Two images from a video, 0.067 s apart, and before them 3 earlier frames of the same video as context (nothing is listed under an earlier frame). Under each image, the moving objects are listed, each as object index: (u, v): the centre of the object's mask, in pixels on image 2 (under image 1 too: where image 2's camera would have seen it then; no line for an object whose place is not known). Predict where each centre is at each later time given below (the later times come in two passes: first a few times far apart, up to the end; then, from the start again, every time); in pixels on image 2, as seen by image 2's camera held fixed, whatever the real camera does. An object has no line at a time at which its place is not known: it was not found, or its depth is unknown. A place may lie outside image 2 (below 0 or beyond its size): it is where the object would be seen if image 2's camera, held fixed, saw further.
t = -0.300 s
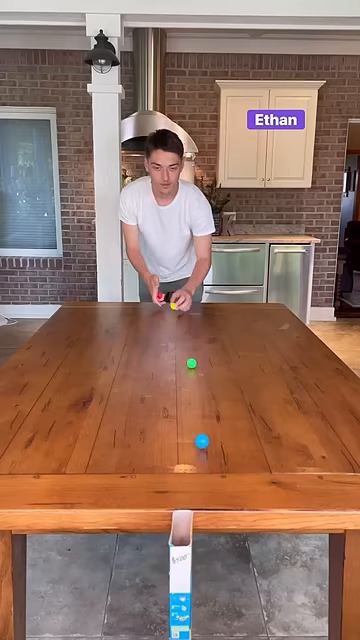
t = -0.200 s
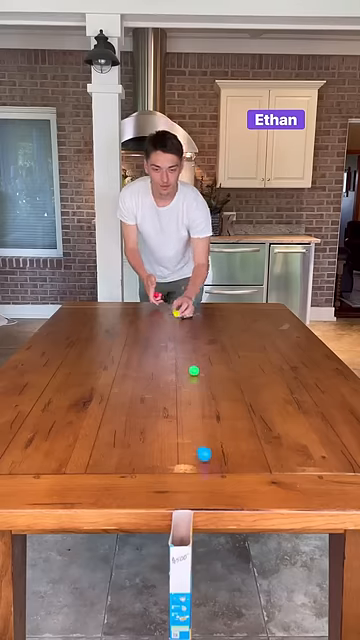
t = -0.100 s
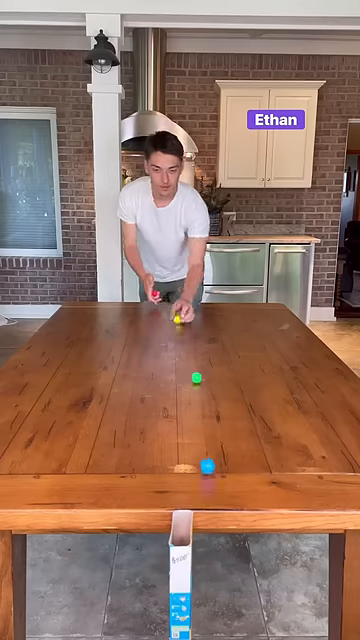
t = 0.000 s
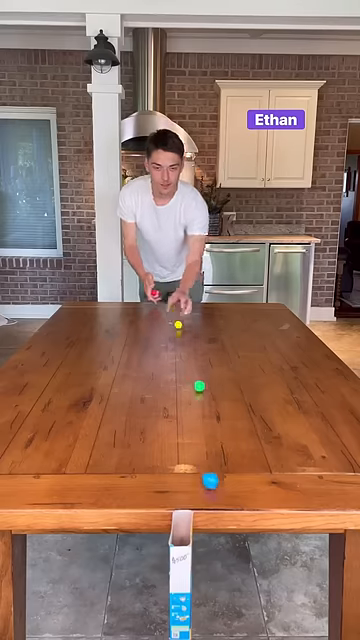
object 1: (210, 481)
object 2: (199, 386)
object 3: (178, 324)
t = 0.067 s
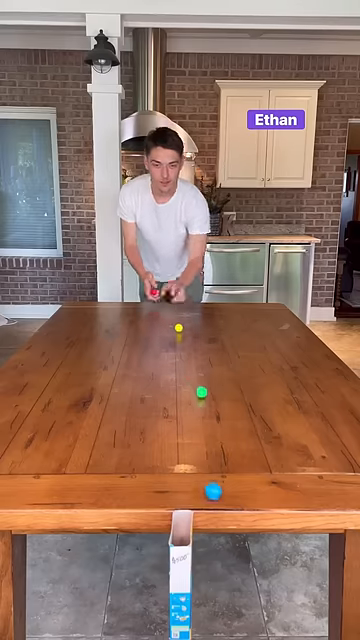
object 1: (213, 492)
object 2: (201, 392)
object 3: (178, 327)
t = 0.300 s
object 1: (221, 618)
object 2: (209, 414)
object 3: (181, 338)
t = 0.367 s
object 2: (212, 421)
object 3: (182, 342)
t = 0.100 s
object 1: (215, 497)
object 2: (202, 394)
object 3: (179, 328)
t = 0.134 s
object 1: (215, 503)
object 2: (203, 398)
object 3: (179, 331)
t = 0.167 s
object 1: (216, 514)
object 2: (205, 401)
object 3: (180, 331)
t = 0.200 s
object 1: (218, 531)
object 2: (206, 404)
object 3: (180, 333)
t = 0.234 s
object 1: (219, 553)
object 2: (207, 407)
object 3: (180, 335)
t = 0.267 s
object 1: (221, 583)
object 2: (208, 411)
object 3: (181, 336)
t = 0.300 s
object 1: (221, 618)
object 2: (209, 414)
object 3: (181, 338)
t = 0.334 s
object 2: (211, 417)
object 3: (182, 340)
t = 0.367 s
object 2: (212, 421)
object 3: (182, 342)
